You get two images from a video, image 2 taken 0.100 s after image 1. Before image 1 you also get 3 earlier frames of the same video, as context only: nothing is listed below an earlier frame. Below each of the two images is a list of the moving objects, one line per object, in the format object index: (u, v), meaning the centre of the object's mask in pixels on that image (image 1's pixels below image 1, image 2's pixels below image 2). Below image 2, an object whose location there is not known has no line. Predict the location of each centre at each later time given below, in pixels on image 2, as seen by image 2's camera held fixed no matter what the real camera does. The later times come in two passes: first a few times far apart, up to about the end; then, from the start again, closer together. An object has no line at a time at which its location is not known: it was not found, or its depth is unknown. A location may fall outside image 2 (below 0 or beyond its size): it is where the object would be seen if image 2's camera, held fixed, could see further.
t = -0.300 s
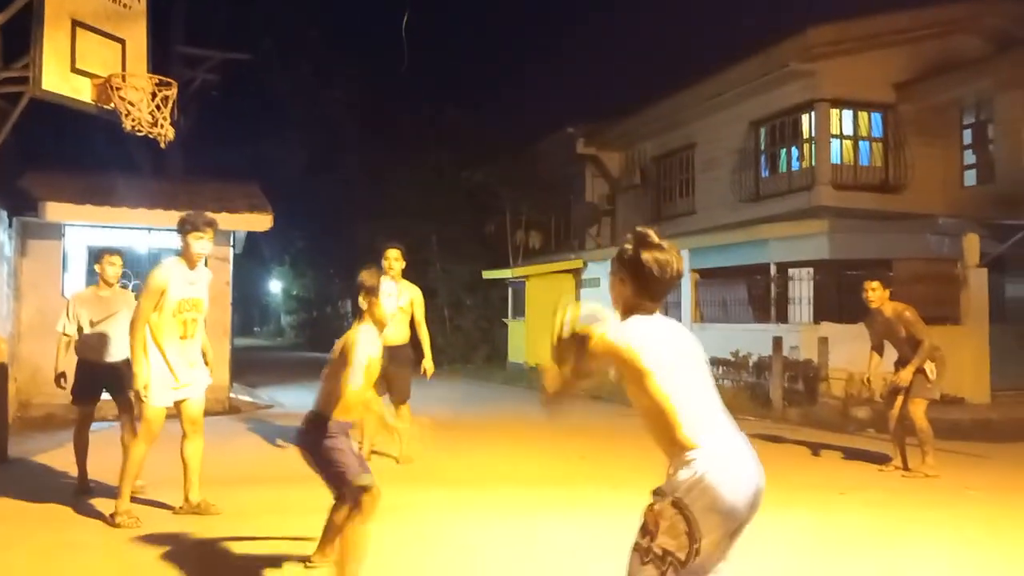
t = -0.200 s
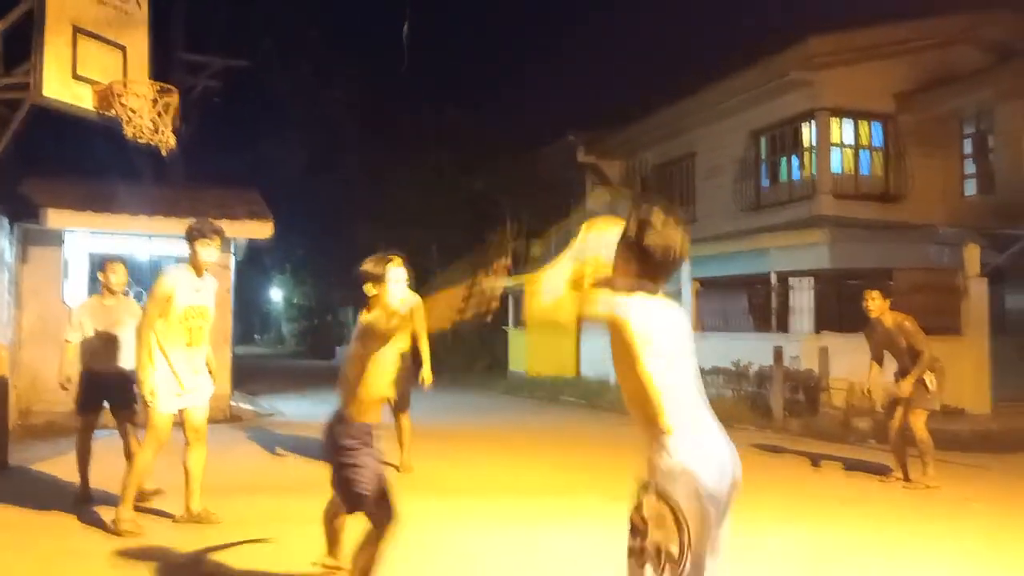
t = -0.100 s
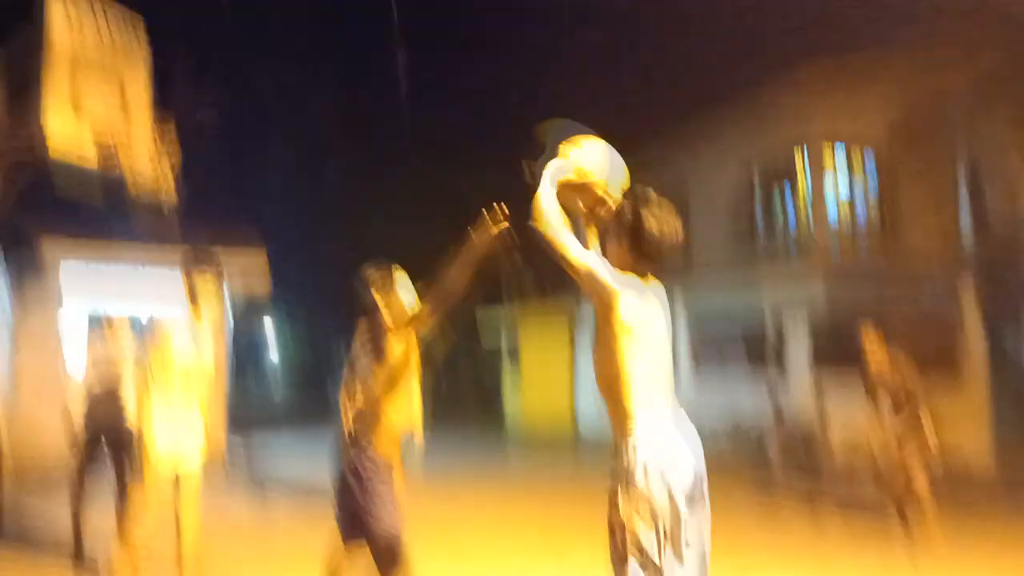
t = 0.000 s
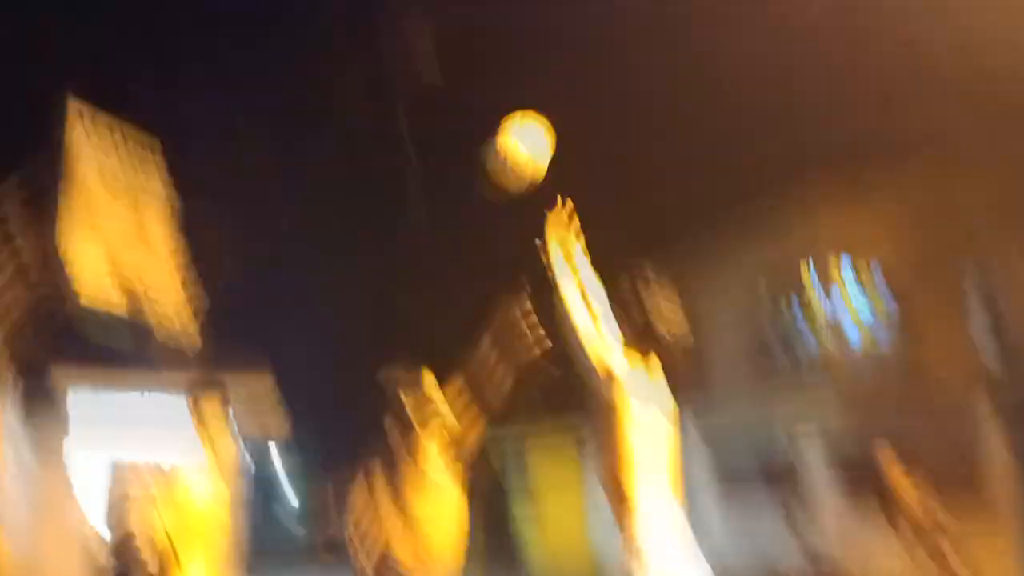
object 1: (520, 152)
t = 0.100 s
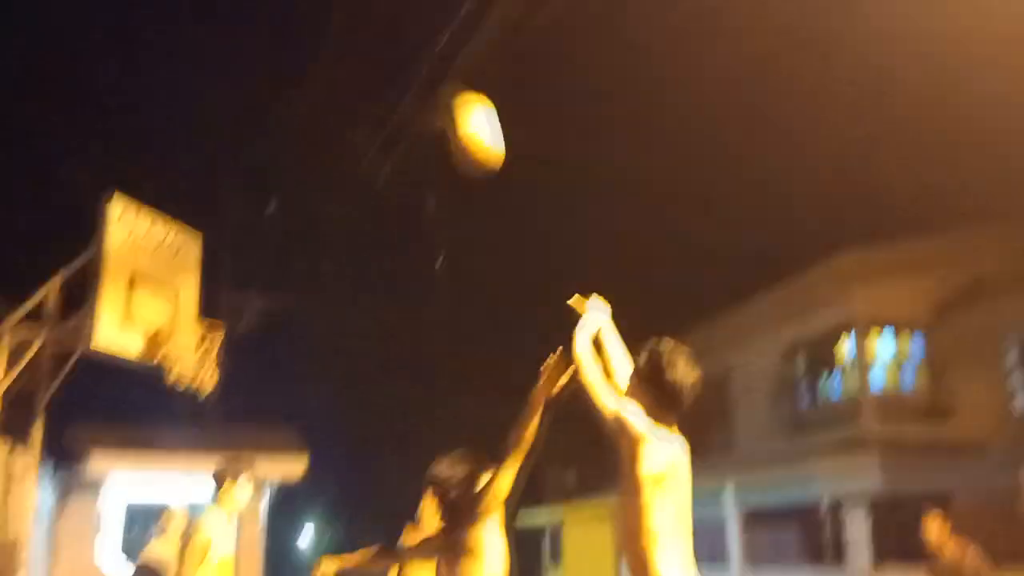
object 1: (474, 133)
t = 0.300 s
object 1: (384, 73)
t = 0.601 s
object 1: (288, 109)
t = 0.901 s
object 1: (224, 237)
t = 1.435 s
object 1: (168, 403)
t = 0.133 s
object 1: (457, 117)
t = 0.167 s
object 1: (440, 103)
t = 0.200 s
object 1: (425, 90)
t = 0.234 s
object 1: (410, 82)
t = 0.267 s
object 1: (397, 76)
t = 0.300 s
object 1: (384, 73)
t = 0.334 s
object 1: (372, 72)
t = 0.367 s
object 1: (360, 72)
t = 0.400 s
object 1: (347, 73)
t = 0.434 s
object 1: (336, 76)
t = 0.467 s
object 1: (325, 80)
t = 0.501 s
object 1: (316, 85)
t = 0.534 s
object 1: (306, 92)
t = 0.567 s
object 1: (297, 100)
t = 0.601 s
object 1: (288, 109)
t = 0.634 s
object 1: (280, 119)
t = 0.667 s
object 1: (272, 130)
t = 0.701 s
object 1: (266, 143)
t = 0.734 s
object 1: (257, 157)
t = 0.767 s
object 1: (250, 170)
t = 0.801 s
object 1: (242, 187)
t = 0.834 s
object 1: (236, 203)
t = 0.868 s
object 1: (229, 220)
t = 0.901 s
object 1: (224, 237)
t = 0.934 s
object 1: (216, 256)
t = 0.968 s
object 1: (212, 273)
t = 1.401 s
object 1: (171, 398)
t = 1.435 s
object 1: (168, 403)
